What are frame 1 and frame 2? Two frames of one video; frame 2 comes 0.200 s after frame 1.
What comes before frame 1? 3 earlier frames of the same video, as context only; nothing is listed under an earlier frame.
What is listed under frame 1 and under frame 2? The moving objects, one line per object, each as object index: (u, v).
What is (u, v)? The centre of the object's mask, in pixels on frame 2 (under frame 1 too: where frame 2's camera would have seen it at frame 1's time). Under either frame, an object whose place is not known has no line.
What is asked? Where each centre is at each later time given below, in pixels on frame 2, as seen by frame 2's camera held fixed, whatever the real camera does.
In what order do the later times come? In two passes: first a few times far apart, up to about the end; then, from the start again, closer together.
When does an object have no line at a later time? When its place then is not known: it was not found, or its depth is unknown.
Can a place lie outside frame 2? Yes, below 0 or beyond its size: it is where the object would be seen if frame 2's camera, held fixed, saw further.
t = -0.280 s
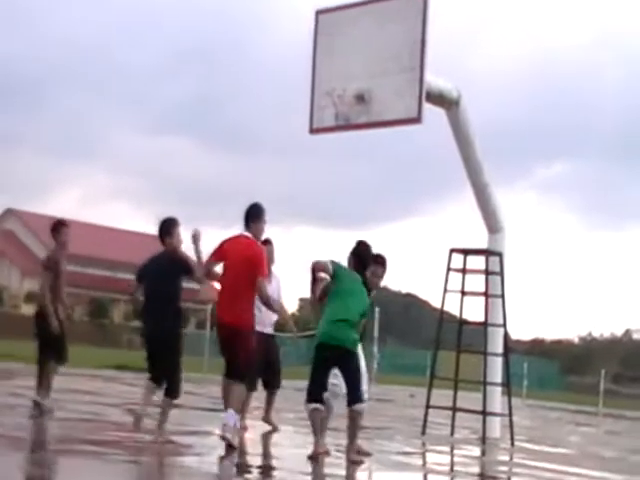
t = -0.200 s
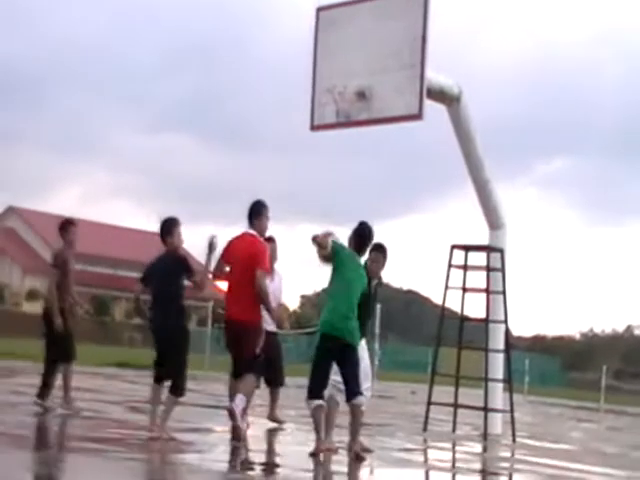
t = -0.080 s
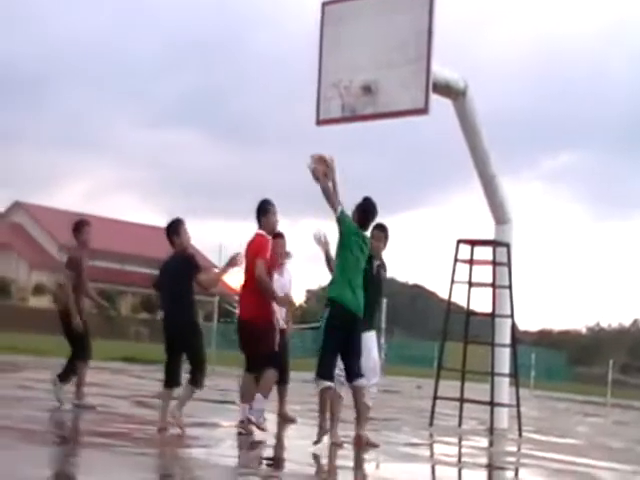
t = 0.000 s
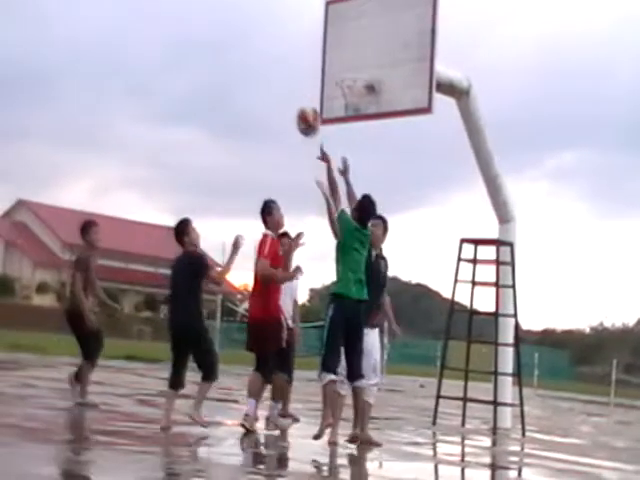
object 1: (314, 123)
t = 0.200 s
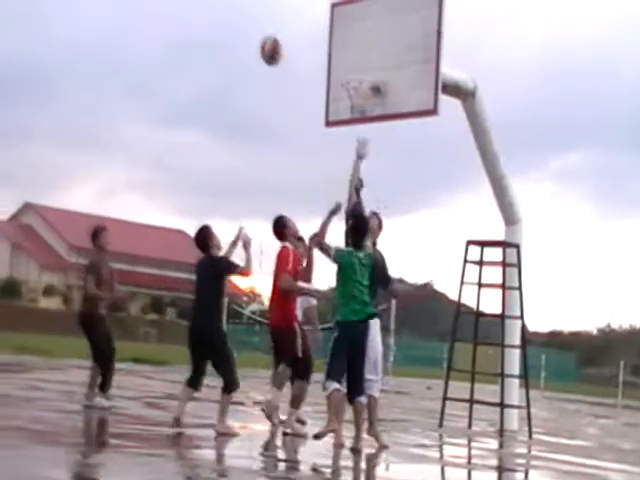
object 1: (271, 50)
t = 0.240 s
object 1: (262, 43)
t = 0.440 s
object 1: (222, 35)
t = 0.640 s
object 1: (184, 76)
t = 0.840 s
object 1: (150, 150)
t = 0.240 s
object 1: (262, 43)
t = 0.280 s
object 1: (254, 37)
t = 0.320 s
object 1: (246, 34)
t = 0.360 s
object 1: (239, 32)
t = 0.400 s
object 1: (231, 33)
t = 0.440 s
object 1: (222, 35)
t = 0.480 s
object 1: (213, 41)
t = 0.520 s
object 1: (206, 48)
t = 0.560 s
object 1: (198, 57)
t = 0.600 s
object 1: (191, 66)
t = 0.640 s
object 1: (184, 76)
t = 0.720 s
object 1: (170, 100)
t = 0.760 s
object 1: (164, 114)
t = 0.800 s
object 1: (157, 131)
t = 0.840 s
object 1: (150, 150)
